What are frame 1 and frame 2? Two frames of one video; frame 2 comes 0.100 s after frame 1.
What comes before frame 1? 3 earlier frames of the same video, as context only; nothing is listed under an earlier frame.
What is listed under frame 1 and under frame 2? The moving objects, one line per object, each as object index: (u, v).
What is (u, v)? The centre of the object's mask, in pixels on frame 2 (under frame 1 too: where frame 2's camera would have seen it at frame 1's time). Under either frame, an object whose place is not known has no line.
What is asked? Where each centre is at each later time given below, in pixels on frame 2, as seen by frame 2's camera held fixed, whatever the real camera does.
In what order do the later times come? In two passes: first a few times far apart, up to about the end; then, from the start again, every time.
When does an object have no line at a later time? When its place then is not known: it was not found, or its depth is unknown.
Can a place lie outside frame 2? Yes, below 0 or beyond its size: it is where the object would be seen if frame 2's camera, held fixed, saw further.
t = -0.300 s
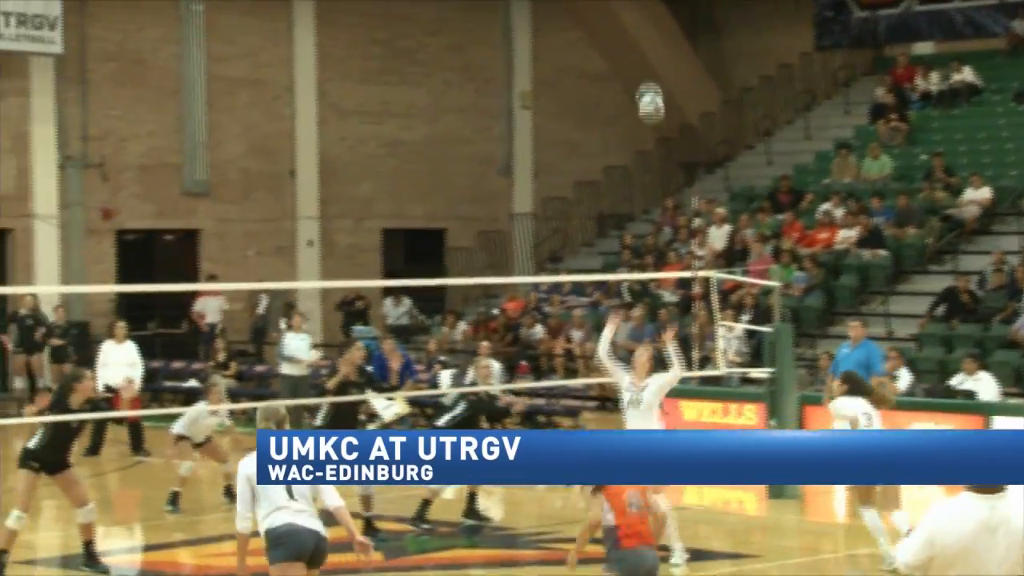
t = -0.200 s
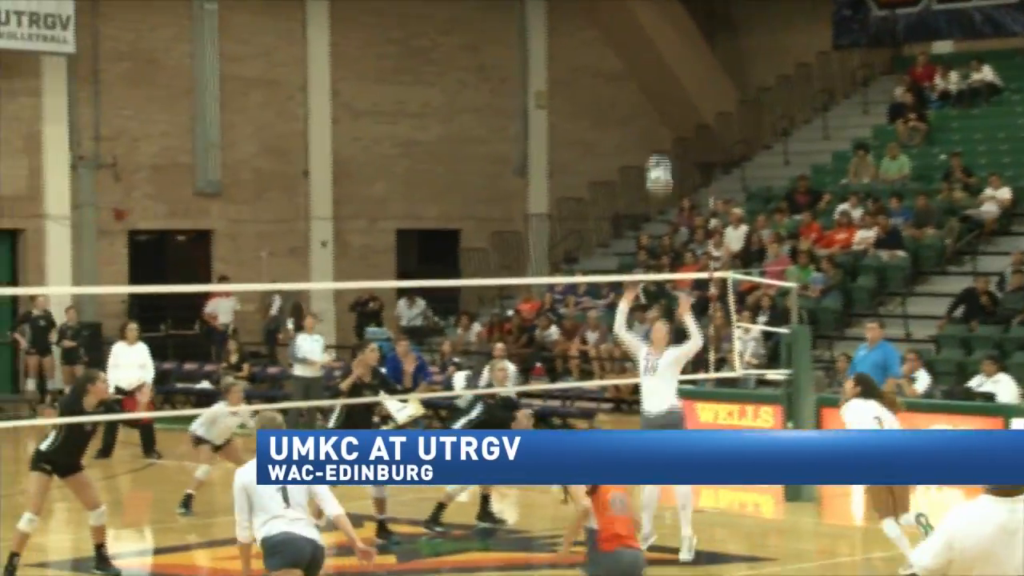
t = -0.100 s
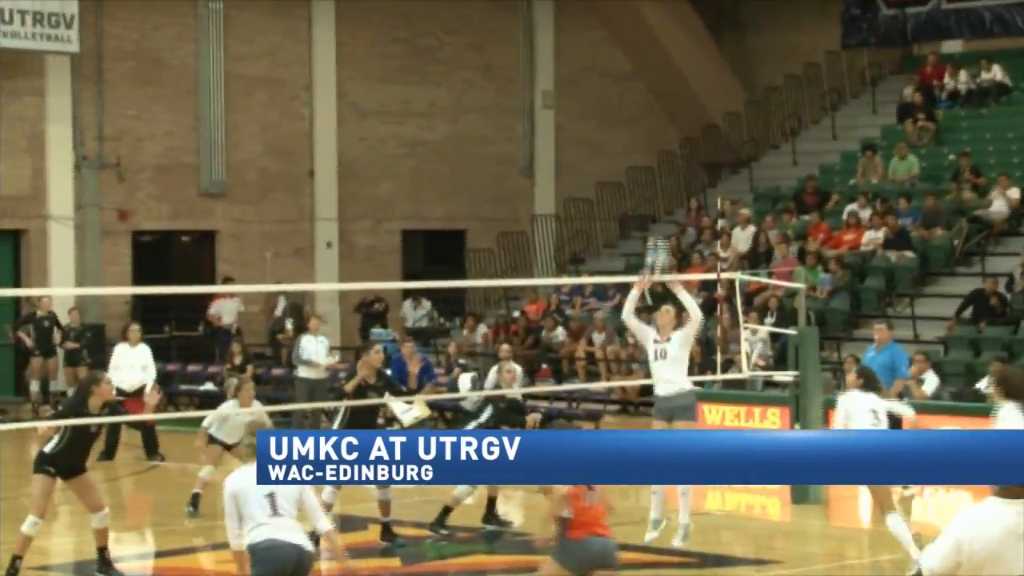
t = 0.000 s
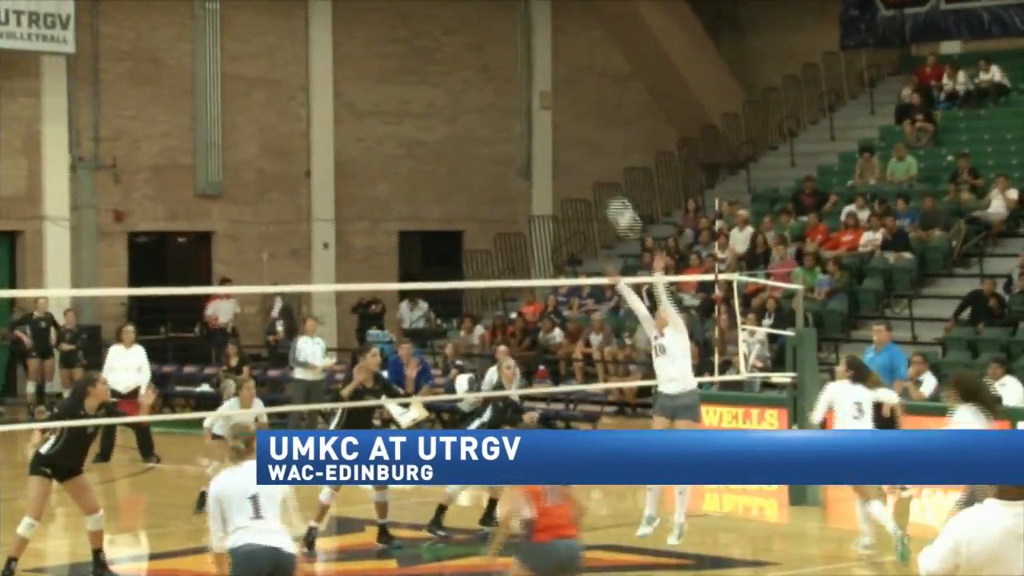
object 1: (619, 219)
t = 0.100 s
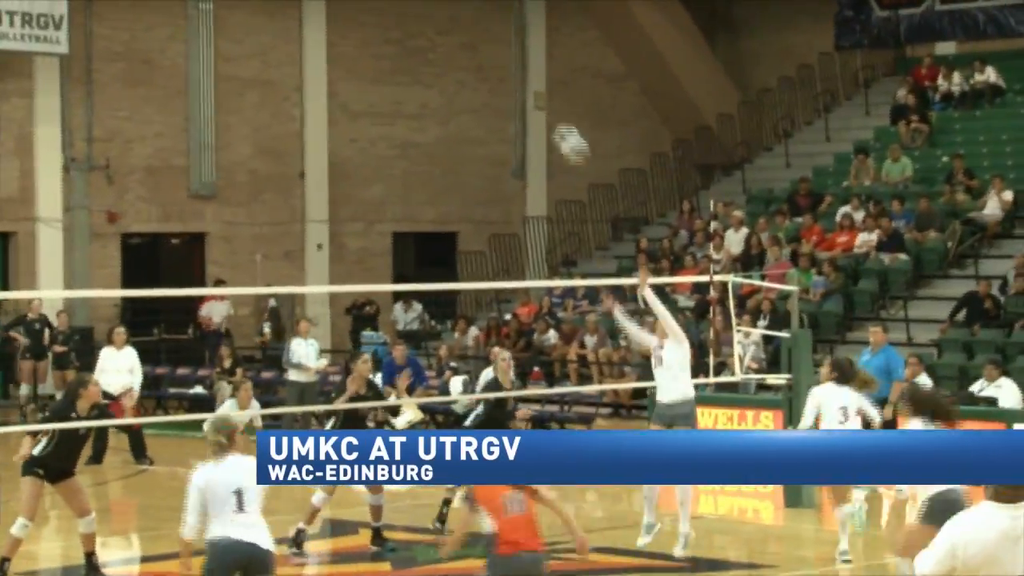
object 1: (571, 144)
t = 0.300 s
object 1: (475, 29)
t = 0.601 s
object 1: (331, -35)
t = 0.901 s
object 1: (178, -4)
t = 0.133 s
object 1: (555, 120)
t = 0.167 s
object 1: (539, 99)
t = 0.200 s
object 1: (522, 79)
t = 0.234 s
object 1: (508, 62)
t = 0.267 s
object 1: (491, 45)
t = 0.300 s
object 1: (475, 29)
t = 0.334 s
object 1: (459, 15)
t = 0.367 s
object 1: (442, 3)
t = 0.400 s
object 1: (426, -9)
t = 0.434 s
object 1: (407, -16)
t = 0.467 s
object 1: (392, -21)
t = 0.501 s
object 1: (376, -25)
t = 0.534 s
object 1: (360, -28)
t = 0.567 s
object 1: (347, -31)
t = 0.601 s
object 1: (331, -35)
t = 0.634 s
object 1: (312, -39)
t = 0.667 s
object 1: (294, -39)
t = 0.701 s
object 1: (278, -40)
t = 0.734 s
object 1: (262, -40)
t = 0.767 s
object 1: (244, -37)
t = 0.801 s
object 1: (228, -32)
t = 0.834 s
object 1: (211, -25)
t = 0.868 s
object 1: (194, -15)
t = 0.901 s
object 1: (178, -4)
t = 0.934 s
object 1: (161, 8)
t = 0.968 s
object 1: (144, 21)
